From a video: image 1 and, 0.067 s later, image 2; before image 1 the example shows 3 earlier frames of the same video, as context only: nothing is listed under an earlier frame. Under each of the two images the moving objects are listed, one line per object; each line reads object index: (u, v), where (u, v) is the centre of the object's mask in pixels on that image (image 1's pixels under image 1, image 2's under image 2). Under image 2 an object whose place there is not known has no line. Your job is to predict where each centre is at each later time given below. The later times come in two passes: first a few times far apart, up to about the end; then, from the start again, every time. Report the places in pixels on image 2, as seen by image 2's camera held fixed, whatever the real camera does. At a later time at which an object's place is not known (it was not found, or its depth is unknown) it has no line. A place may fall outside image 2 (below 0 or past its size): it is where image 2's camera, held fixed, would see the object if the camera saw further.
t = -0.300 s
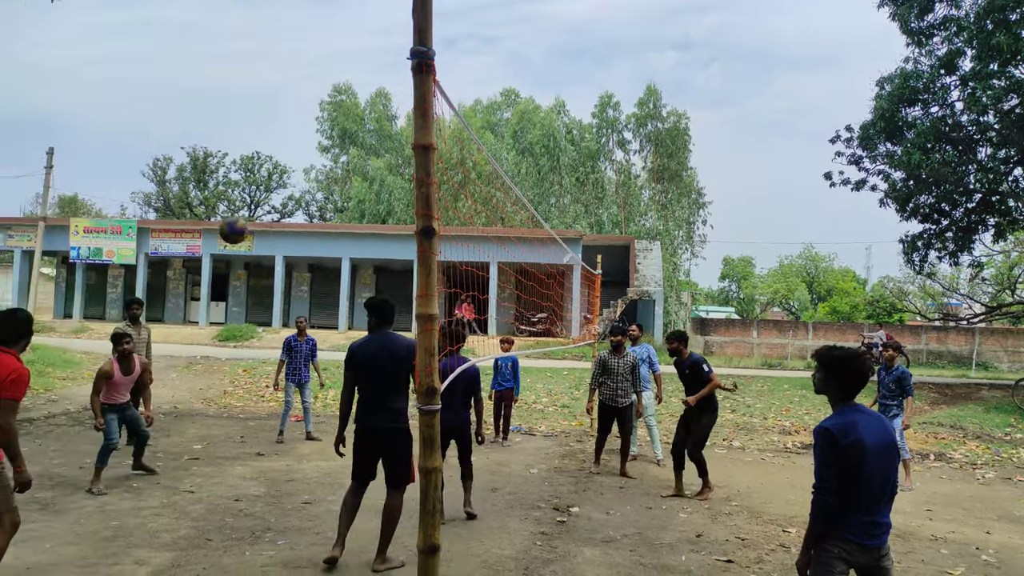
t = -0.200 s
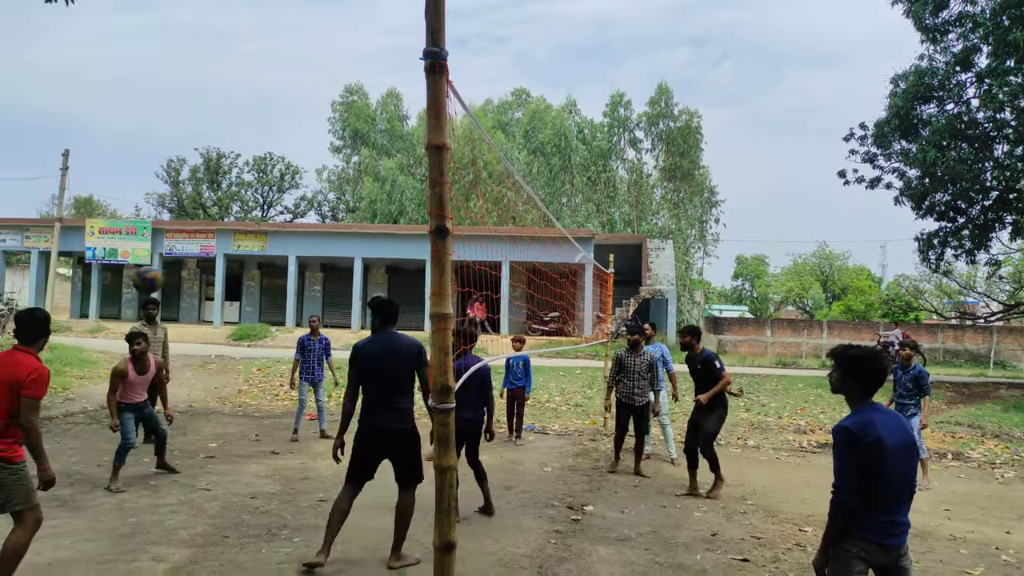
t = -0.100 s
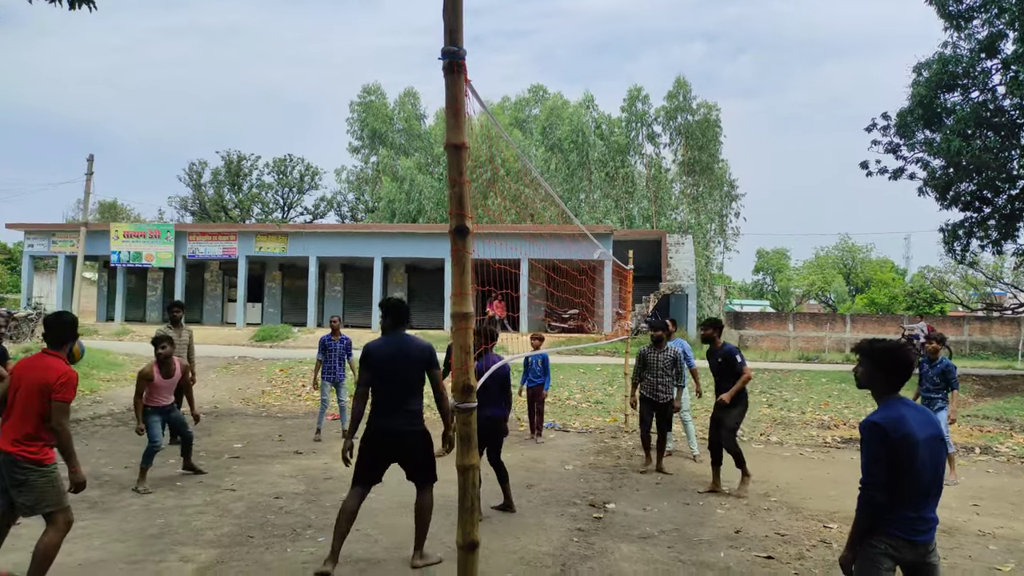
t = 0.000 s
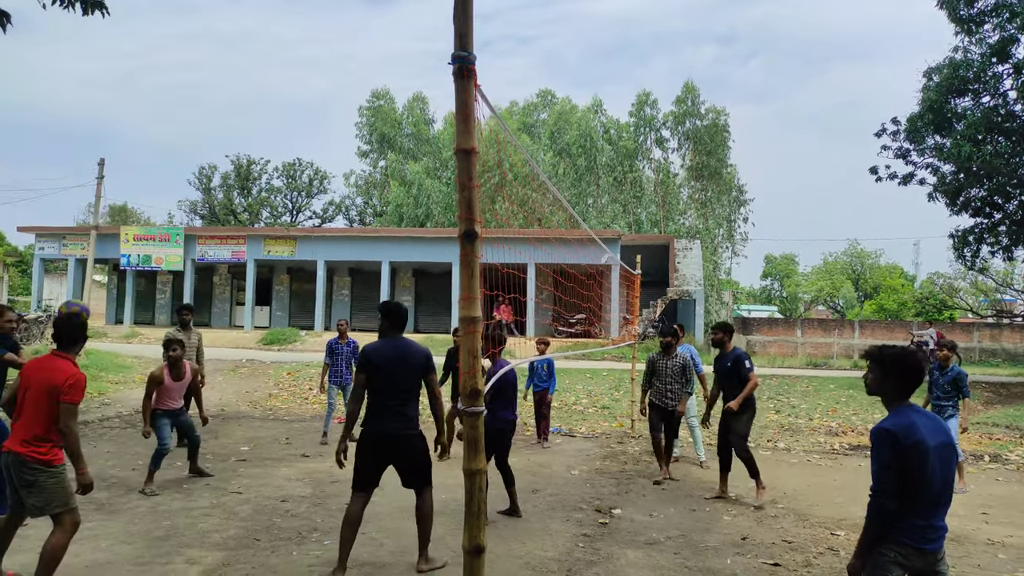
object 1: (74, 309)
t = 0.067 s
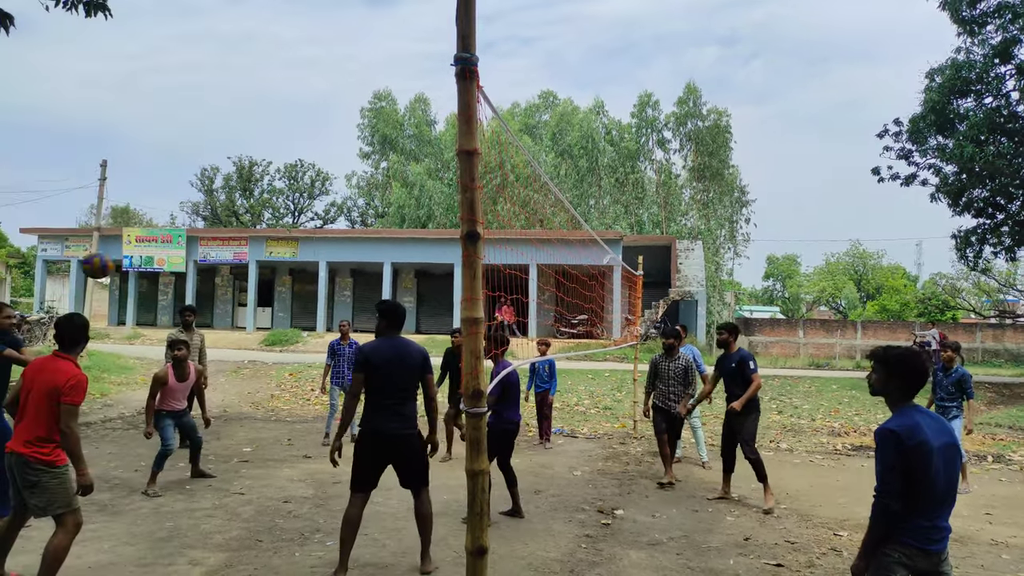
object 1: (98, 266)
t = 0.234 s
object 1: (146, 170)
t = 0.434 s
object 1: (201, 101)
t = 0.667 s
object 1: (259, 84)
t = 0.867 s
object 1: (308, 123)
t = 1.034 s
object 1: (347, 193)
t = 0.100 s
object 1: (106, 244)
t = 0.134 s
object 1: (117, 223)
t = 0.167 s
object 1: (126, 204)
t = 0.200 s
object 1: (136, 186)
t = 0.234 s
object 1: (146, 170)
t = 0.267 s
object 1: (155, 155)
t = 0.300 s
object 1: (165, 142)
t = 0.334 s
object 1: (174, 129)
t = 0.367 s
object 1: (183, 119)
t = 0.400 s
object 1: (191, 109)
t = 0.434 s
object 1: (201, 101)
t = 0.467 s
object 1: (210, 95)
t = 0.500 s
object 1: (218, 90)
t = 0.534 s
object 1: (227, 86)
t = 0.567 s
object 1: (235, 83)
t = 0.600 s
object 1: (243, 82)
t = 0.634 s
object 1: (251, 82)
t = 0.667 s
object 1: (259, 84)
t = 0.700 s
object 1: (268, 87)
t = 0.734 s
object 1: (277, 92)
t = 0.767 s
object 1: (285, 97)
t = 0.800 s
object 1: (293, 104)
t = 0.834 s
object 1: (301, 113)
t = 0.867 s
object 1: (308, 123)
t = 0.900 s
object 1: (316, 134)
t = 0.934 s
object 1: (323, 147)
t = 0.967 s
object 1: (332, 161)
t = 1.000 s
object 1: (340, 176)
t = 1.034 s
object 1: (347, 193)
